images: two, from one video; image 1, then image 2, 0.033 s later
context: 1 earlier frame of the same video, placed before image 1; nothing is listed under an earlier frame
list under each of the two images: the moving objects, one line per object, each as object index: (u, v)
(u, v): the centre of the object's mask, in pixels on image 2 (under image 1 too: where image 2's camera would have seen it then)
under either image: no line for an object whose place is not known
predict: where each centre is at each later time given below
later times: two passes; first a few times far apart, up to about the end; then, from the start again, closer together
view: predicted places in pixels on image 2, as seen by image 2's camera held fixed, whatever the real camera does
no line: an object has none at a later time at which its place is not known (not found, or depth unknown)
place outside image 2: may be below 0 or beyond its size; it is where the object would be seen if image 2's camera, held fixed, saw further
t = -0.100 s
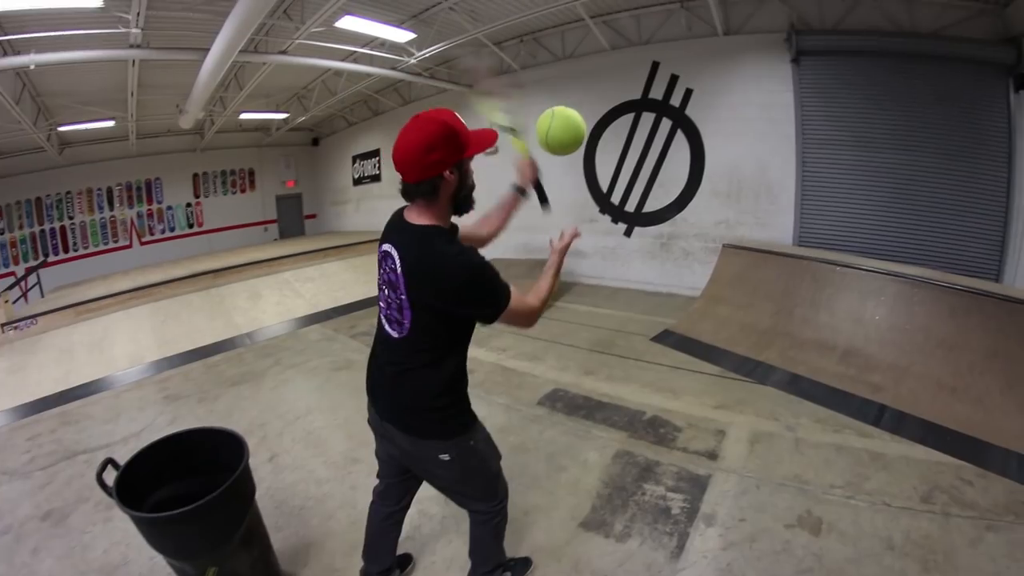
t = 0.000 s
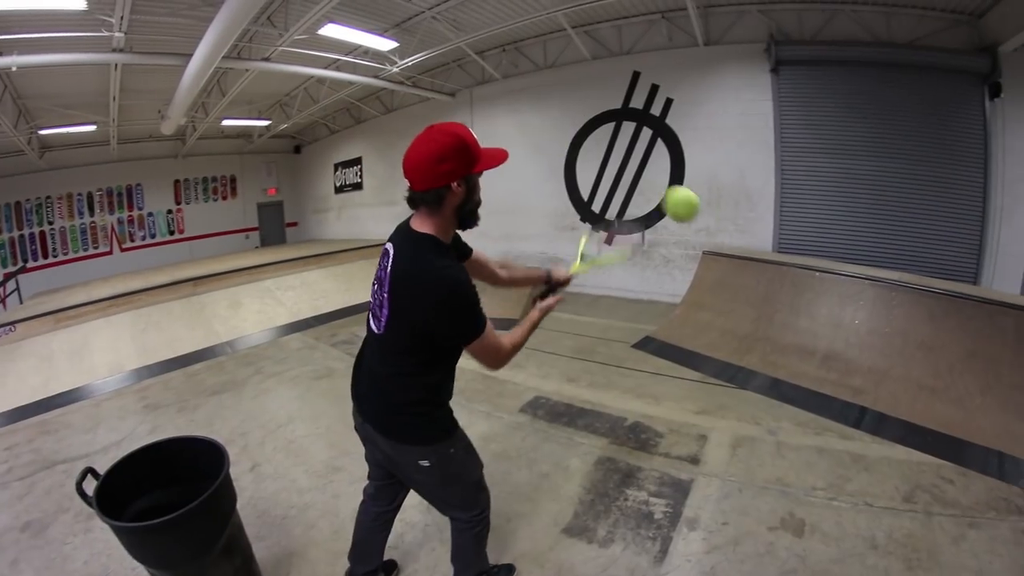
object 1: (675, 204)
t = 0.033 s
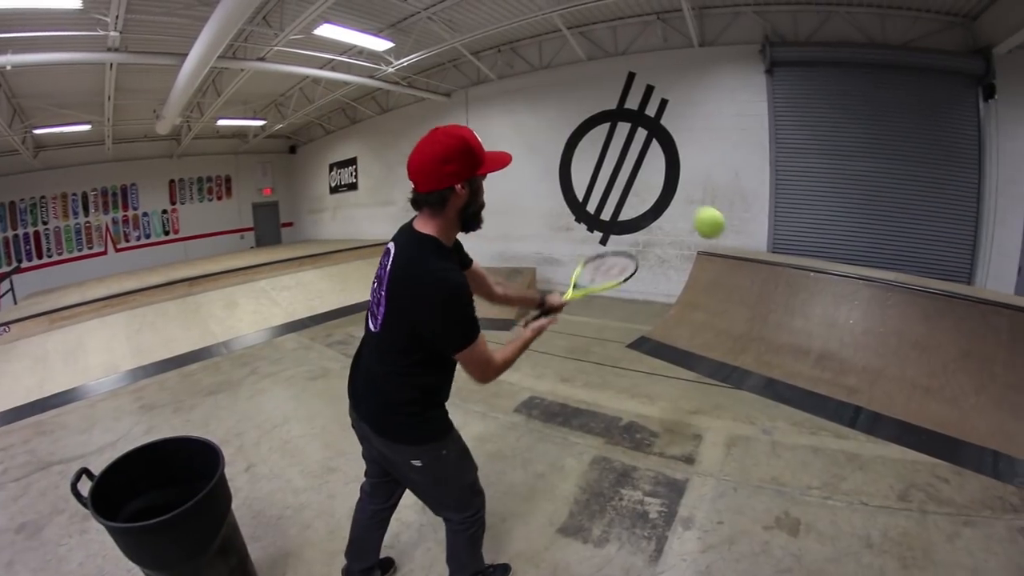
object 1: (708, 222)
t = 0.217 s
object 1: (793, 288)
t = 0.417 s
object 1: (755, 235)
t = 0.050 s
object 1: (721, 230)
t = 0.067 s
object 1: (733, 237)
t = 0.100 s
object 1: (752, 251)
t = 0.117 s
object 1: (760, 258)
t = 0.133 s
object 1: (767, 263)
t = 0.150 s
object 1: (774, 269)
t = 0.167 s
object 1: (779, 273)
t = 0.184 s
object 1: (785, 279)
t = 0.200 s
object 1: (790, 285)
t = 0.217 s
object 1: (793, 288)
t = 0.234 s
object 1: (792, 284)
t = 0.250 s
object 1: (789, 278)
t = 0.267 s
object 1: (787, 273)
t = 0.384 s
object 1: (763, 242)
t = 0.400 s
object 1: (759, 238)
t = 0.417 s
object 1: (755, 235)
